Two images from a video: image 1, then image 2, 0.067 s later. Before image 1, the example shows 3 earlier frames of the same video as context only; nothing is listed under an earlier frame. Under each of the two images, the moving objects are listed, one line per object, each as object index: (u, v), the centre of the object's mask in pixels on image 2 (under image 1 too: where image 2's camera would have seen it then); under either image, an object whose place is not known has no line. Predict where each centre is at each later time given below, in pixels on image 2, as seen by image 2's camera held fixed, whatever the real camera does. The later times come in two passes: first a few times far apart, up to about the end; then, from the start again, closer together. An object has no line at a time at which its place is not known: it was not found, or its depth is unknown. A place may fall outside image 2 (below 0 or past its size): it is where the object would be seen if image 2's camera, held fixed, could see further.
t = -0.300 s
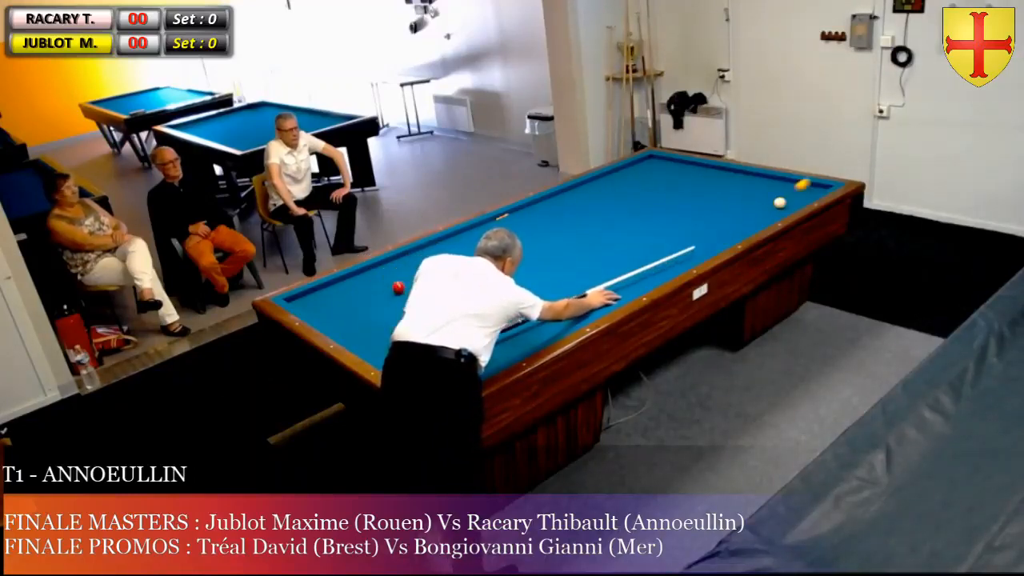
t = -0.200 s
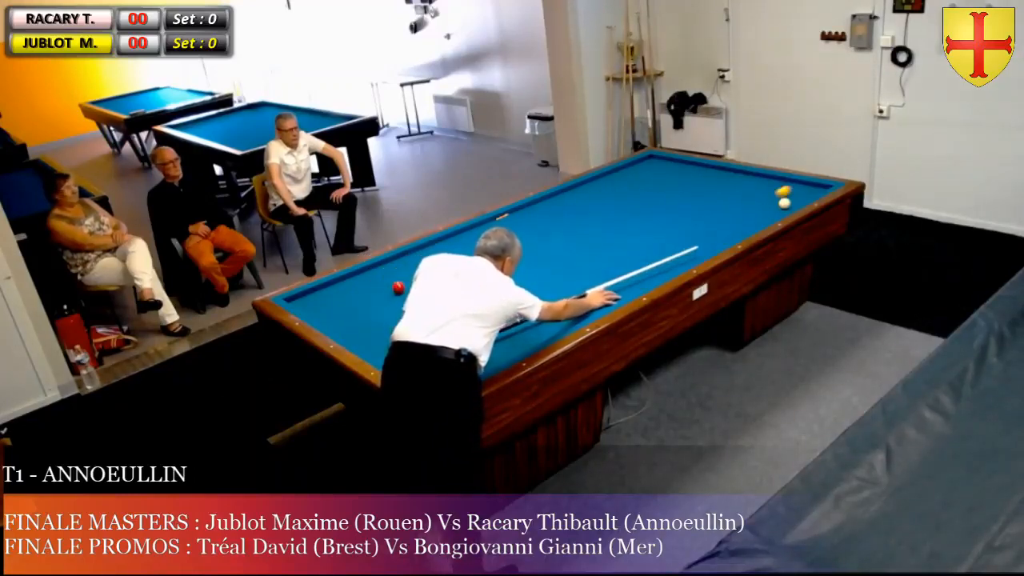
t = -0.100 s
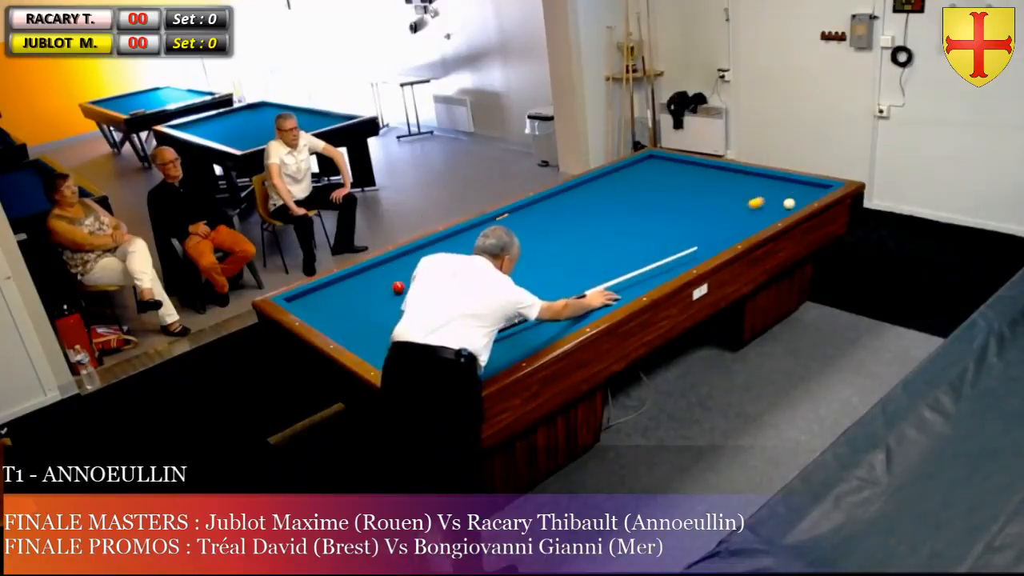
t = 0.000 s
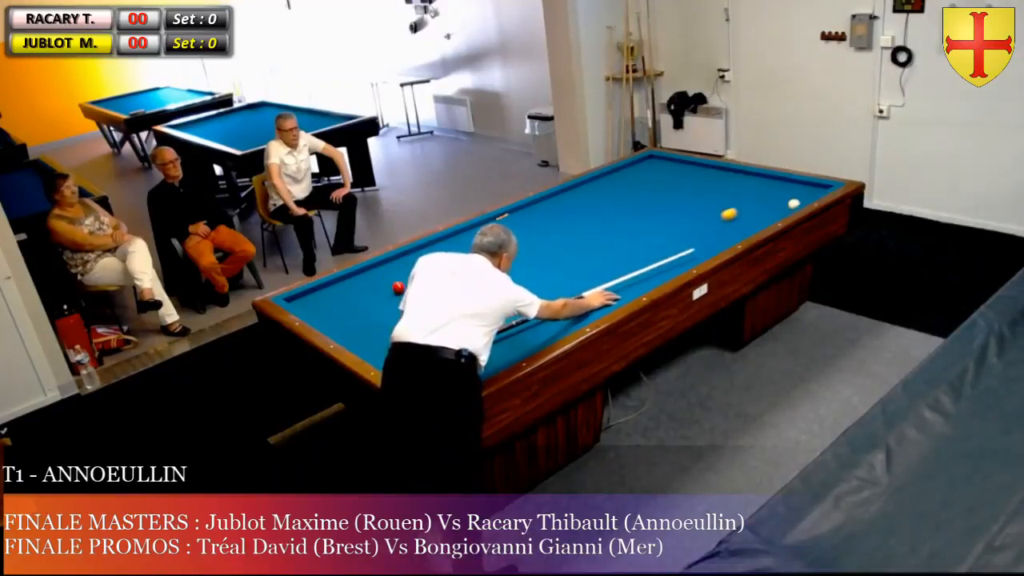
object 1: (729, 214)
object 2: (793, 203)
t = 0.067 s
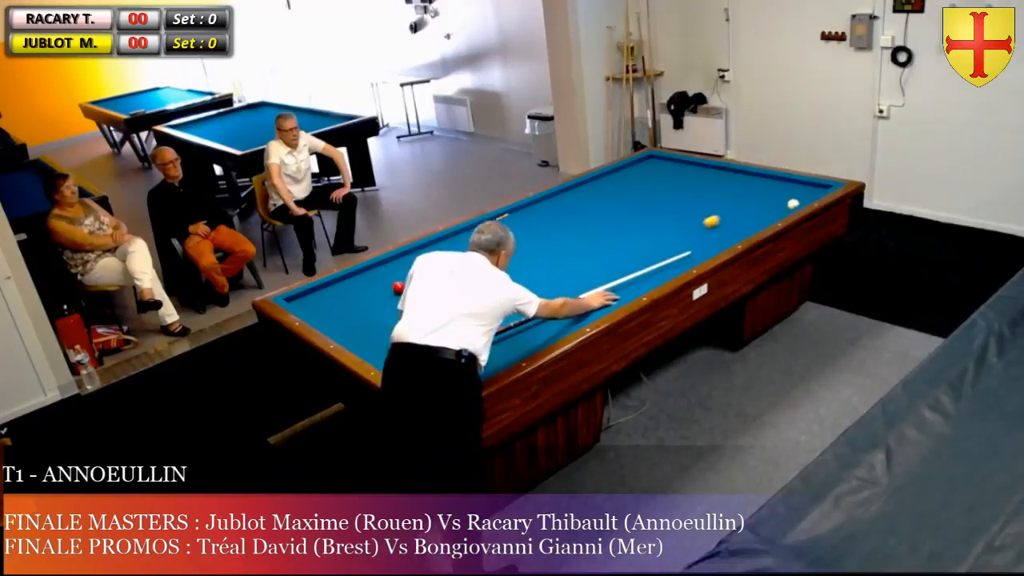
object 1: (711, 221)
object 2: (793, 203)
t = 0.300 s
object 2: (787, 204)
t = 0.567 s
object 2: (780, 204)
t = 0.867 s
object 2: (774, 204)
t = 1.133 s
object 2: (769, 204)
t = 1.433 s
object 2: (764, 204)
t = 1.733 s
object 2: (759, 204)
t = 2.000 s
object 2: (756, 204)
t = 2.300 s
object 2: (753, 204)
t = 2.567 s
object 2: (751, 204)
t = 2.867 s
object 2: (749, 204)
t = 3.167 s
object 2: (748, 204)
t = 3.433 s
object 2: (747, 204)
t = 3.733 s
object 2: (747, 204)
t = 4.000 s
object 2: (747, 204)
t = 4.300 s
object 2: (747, 204)
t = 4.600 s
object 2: (747, 204)
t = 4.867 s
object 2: (747, 204)
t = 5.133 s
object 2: (747, 204)
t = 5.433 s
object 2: (747, 204)
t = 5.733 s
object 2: (747, 204)
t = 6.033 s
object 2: (747, 204)
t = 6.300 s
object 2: (747, 204)
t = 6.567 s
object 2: (747, 204)
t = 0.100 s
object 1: (703, 225)
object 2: (792, 203)
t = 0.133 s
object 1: (694, 228)
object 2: (791, 203)
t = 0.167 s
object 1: (686, 232)
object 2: (790, 204)
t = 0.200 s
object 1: (677, 235)
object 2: (789, 204)
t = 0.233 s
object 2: (788, 204)
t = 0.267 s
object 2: (787, 204)
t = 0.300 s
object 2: (787, 204)
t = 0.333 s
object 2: (786, 204)
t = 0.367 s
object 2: (785, 204)
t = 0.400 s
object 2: (784, 204)
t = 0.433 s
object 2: (784, 204)
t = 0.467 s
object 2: (783, 204)
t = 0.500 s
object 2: (782, 204)
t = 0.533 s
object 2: (781, 204)
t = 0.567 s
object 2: (780, 204)
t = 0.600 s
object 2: (780, 204)
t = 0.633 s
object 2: (779, 204)
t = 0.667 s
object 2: (778, 204)
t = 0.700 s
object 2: (778, 204)
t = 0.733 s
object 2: (777, 204)
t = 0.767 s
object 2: (776, 204)
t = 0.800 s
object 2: (776, 204)
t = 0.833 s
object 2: (775, 204)
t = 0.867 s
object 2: (774, 204)
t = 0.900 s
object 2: (773, 204)
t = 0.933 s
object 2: (773, 204)
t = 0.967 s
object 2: (772, 204)
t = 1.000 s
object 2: (771, 204)
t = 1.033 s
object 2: (771, 204)
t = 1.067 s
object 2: (770, 204)
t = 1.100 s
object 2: (769, 204)
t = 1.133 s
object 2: (769, 204)
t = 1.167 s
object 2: (768, 204)
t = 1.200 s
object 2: (768, 204)
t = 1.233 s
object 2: (767, 204)
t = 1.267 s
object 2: (766, 204)
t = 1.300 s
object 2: (766, 204)
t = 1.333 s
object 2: (765, 204)
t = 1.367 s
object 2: (765, 204)
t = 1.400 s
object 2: (764, 204)
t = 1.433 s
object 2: (764, 204)
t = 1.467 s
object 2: (763, 204)
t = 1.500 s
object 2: (763, 204)
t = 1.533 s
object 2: (762, 204)
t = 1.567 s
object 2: (762, 204)
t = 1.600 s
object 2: (761, 204)
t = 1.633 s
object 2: (761, 204)
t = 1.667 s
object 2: (760, 204)
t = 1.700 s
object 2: (760, 204)
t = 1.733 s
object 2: (759, 204)
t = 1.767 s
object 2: (759, 204)
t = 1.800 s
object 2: (758, 204)
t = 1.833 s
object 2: (758, 204)
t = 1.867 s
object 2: (757, 204)
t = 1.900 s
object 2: (757, 204)
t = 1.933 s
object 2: (756, 204)
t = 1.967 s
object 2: (756, 204)
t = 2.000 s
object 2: (756, 204)
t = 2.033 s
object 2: (755, 204)
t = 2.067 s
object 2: (755, 204)
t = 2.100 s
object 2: (755, 204)
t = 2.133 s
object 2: (754, 204)
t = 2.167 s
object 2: (754, 204)
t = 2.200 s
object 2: (753, 204)
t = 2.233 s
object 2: (753, 204)
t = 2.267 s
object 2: (753, 204)
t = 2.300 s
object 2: (753, 204)
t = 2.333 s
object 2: (752, 204)
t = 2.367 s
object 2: (752, 204)
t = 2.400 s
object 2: (752, 204)
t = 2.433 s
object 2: (751, 204)
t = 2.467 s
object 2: (751, 204)
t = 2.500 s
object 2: (751, 204)
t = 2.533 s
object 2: (751, 204)
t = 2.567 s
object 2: (751, 204)
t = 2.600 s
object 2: (750, 204)
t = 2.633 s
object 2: (750, 204)
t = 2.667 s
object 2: (750, 204)
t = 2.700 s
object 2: (749, 204)
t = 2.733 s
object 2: (749, 204)
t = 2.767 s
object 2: (749, 204)
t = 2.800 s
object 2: (749, 204)
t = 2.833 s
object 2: (749, 204)
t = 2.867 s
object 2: (749, 204)
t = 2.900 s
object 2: (748, 204)
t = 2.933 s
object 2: (748, 204)
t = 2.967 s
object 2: (748, 204)
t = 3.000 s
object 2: (748, 204)
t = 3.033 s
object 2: (748, 204)
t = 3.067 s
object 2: (748, 204)
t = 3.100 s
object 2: (748, 204)
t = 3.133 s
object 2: (748, 204)
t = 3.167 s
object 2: (748, 204)
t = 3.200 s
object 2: (747, 204)
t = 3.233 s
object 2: (747, 204)
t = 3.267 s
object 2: (747, 204)
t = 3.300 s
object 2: (747, 204)
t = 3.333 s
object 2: (747, 204)
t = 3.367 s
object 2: (747, 204)
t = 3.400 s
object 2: (747, 204)
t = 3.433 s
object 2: (747, 204)
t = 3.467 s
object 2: (747, 204)
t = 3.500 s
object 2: (747, 204)
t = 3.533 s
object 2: (747, 204)
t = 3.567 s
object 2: (747, 204)
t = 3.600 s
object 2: (747, 204)
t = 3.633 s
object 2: (747, 204)
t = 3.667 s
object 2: (747, 204)
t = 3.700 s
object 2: (747, 204)
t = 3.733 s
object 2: (747, 204)
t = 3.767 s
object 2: (747, 204)
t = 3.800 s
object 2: (747, 204)
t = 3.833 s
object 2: (747, 204)
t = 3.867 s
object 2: (747, 204)
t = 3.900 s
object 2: (747, 204)
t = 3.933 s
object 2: (747, 204)
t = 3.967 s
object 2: (747, 204)
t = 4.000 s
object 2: (747, 204)
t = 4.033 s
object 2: (747, 204)
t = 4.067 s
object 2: (747, 204)
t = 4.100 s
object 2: (747, 204)
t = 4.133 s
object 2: (747, 204)
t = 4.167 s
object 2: (747, 204)
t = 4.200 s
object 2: (747, 204)
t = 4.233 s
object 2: (747, 204)
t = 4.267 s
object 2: (747, 204)
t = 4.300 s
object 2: (747, 204)
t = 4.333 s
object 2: (747, 204)
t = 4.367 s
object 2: (747, 204)
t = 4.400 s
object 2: (747, 204)
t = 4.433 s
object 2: (747, 204)
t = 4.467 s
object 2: (747, 204)
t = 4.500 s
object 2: (747, 204)
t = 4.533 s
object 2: (747, 204)
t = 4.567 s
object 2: (747, 204)
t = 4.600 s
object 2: (747, 204)
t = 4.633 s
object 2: (747, 204)
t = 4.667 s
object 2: (747, 204)
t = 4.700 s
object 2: (747, 204)
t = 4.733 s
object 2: (747, 204)
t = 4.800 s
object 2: (747, 204)
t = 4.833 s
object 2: (747, 204)
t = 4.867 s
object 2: (747, 204)
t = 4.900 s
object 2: (747, 204)
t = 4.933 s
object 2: (747, 204)
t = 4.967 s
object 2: (747, 204)
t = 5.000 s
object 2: (747, 204)
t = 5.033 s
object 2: (747, 204)
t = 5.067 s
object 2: (747, 204)
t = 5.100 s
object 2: (747, 204)
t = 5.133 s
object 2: (747, 204)
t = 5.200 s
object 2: (747, 204)
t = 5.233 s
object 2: (747, 204)
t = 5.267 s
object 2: (747, 204)
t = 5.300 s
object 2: (747, 204)
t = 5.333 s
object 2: (747, 204)
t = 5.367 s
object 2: (747, 204)
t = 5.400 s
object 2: (747, 204)
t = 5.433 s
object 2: (747, 204)
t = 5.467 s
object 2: (747, 204)
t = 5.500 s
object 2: (747, 204)
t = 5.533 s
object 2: (747, 204)
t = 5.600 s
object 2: (747, 204)
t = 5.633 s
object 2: (747, 204)
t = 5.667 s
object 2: (747, 204)
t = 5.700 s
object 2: (747, 204)
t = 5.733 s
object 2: (747, 204)
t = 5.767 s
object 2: (747, 204)
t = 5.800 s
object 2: (747, 204)
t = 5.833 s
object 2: (747, 204)
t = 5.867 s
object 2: (747, 204)
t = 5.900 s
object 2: (747, 204)
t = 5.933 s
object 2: (747, 204)
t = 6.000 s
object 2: (747, 204)
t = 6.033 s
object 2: (747, 204)
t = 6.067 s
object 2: (747, 204)
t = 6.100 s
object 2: (747, 204)
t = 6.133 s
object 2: (747, 204)
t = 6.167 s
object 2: (747, 204)
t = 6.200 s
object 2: (747, 204)
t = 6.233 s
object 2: (747, 204)
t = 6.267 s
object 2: (747, 204)
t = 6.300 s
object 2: (747, 204)
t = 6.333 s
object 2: (747, 204)
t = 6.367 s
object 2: (747, 204)
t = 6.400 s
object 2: (747, 204)
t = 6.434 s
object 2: (747, 204)
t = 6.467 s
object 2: (747, 204)
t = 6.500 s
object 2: (747, 204)
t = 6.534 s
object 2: (747, 204)
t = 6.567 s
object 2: (747, 204)
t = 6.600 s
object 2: (747, 204)
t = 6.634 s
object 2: (747, 204)
